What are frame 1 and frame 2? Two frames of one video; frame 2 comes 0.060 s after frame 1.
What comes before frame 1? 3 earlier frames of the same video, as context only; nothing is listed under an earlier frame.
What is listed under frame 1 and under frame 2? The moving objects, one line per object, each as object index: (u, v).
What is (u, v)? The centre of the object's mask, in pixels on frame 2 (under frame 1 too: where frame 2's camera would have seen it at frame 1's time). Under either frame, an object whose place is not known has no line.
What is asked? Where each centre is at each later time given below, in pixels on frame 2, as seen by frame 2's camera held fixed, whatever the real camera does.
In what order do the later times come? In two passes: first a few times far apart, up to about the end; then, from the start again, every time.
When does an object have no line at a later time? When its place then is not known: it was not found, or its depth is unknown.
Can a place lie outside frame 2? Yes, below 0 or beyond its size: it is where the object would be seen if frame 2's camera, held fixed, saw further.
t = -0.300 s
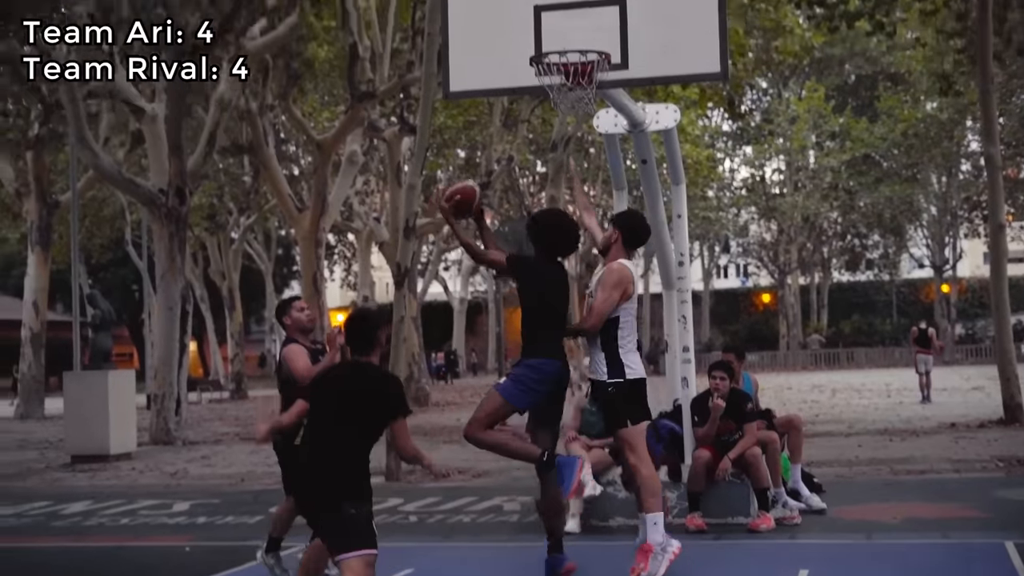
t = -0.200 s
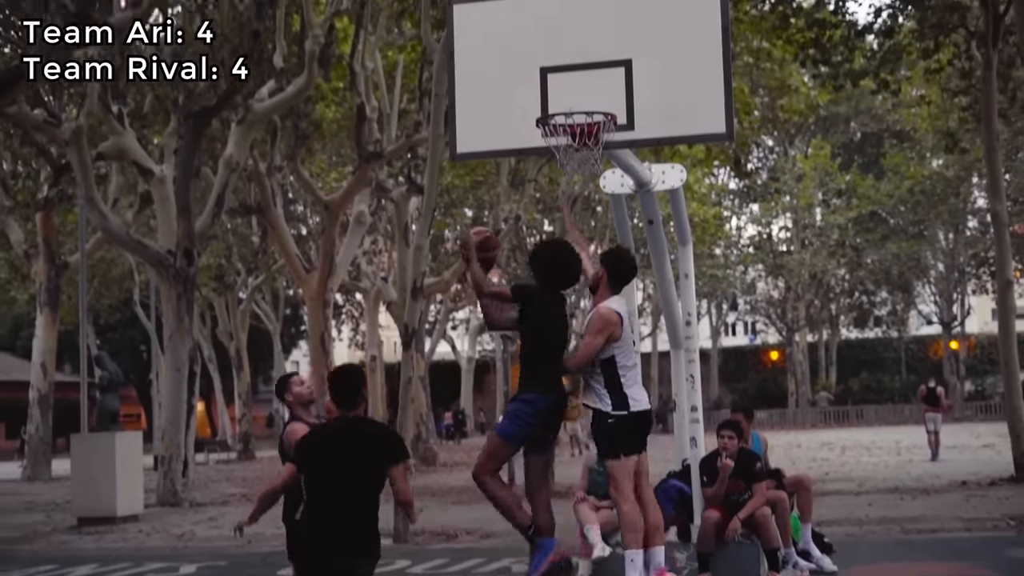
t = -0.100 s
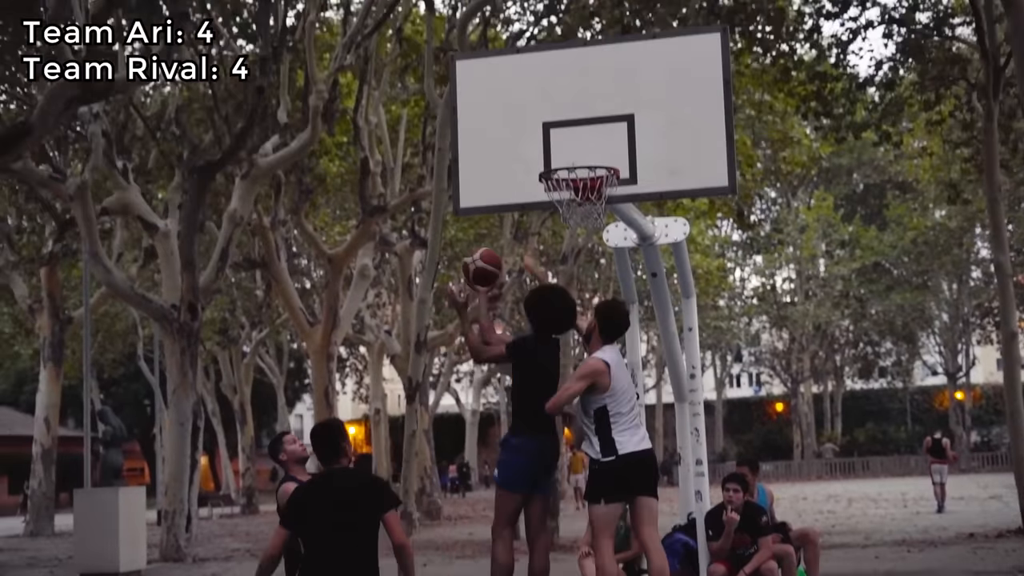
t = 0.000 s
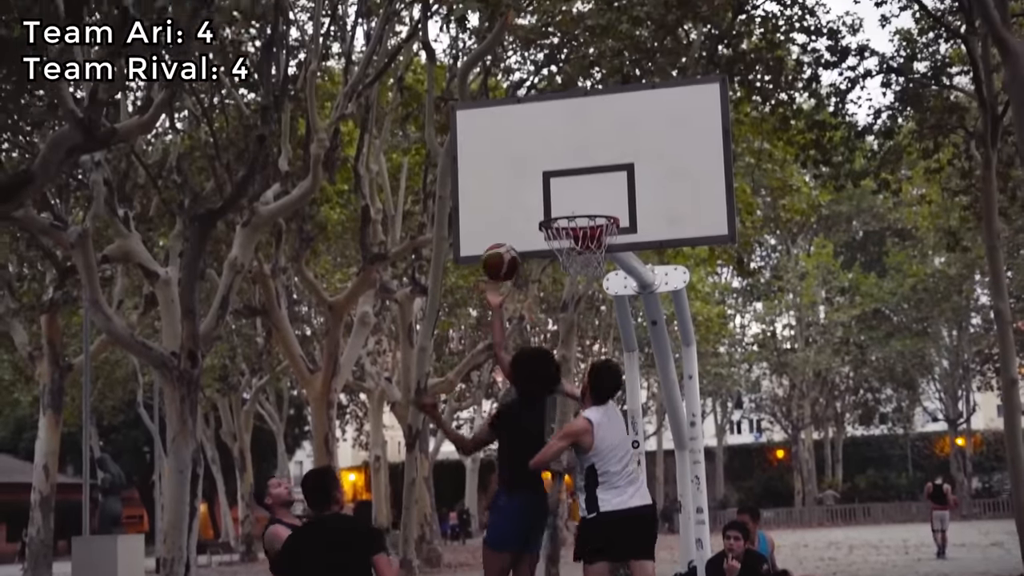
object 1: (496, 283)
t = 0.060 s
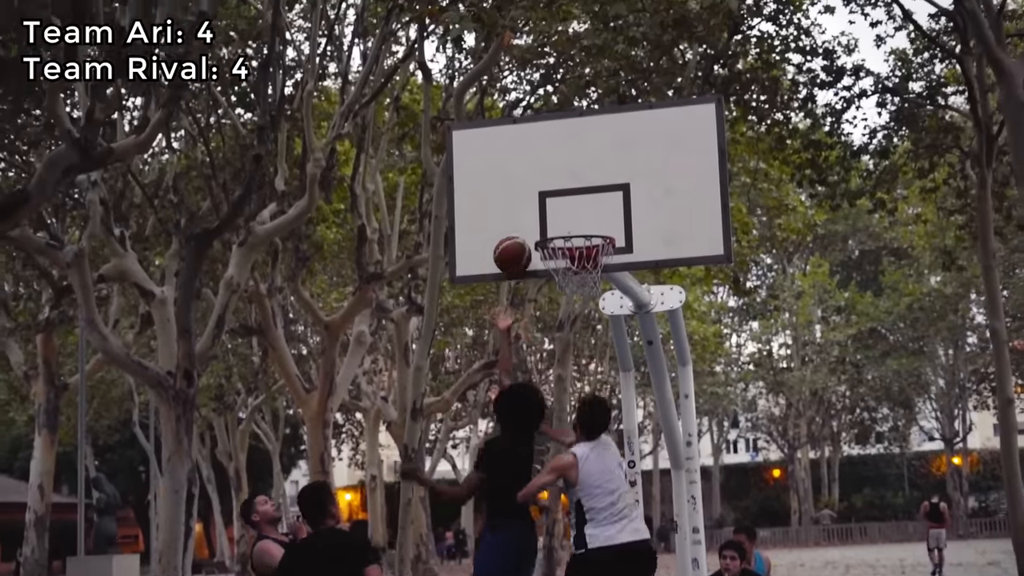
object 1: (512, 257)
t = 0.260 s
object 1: (548, 211)
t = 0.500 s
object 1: (579, 221)
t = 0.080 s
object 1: (517, 247)
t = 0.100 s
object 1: (522, 241)
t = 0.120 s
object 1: (526, 235)
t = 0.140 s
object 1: (528, 230)
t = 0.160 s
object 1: (532, 225)
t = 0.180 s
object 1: (535, 221)
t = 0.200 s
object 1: (539, 217)
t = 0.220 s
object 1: (542, 214)
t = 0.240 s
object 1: (545, 213)
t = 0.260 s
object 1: (548, 211)
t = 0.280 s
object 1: (552, 210)
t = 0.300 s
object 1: (555, 209)
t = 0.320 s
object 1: (559, 209)
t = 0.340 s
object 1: (563, 211)
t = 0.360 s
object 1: (565, 212)
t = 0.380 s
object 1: (569, 214)
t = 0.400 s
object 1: (573, 216)
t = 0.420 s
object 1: (577, 218)
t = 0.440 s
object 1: (578, 220)
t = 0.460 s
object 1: (579, 221)
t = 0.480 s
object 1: (579, 221)
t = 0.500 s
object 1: (579, 221)
